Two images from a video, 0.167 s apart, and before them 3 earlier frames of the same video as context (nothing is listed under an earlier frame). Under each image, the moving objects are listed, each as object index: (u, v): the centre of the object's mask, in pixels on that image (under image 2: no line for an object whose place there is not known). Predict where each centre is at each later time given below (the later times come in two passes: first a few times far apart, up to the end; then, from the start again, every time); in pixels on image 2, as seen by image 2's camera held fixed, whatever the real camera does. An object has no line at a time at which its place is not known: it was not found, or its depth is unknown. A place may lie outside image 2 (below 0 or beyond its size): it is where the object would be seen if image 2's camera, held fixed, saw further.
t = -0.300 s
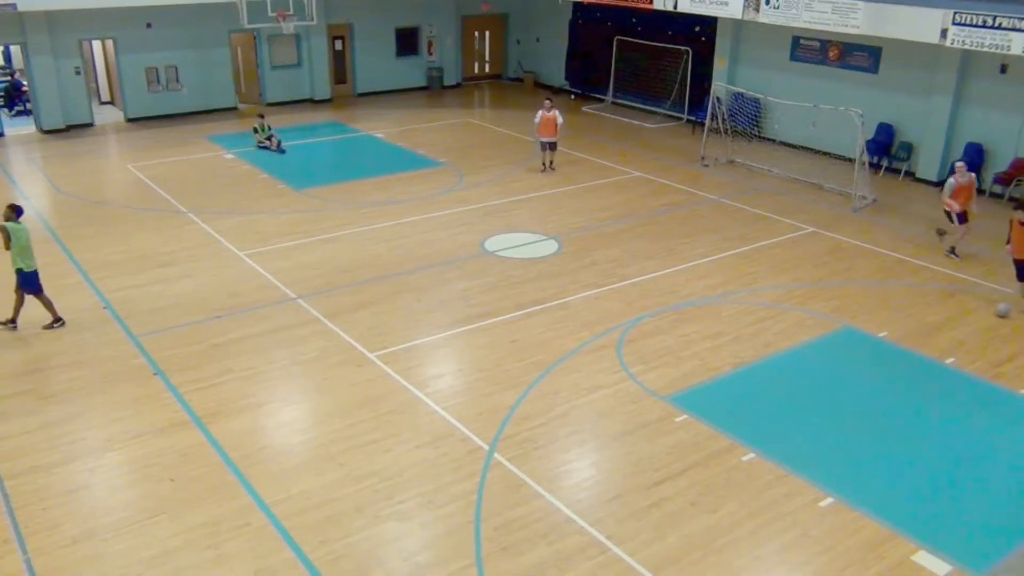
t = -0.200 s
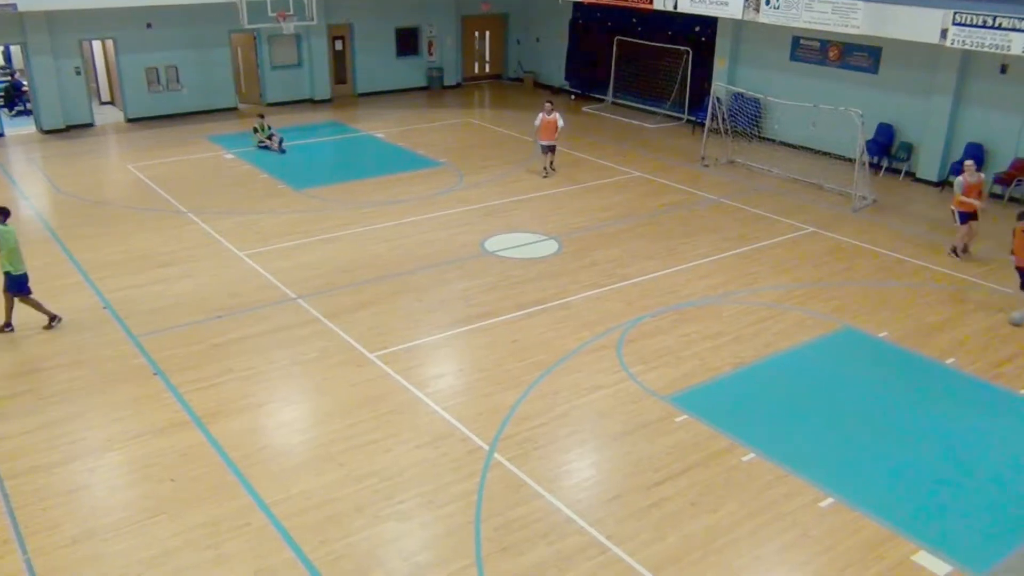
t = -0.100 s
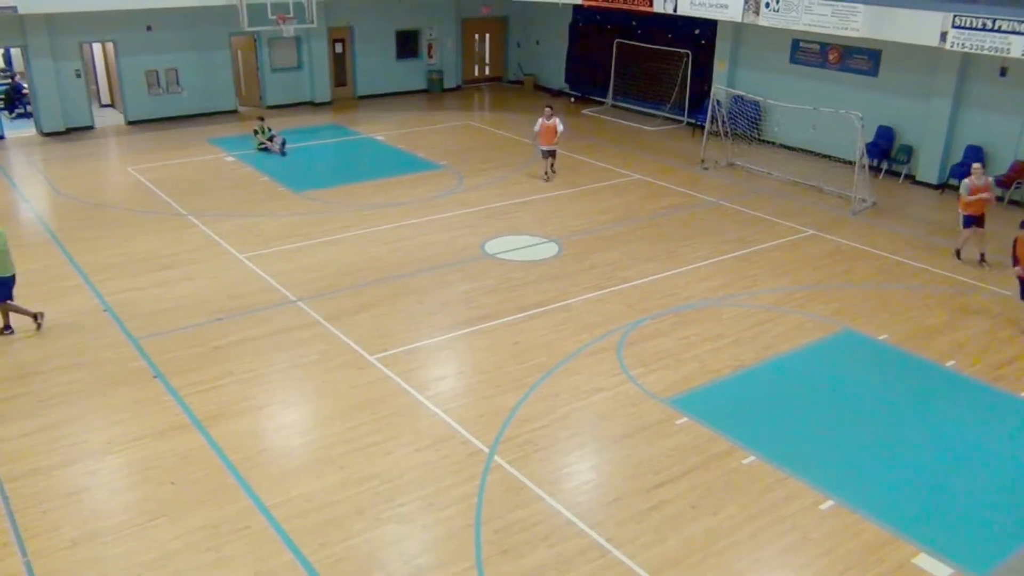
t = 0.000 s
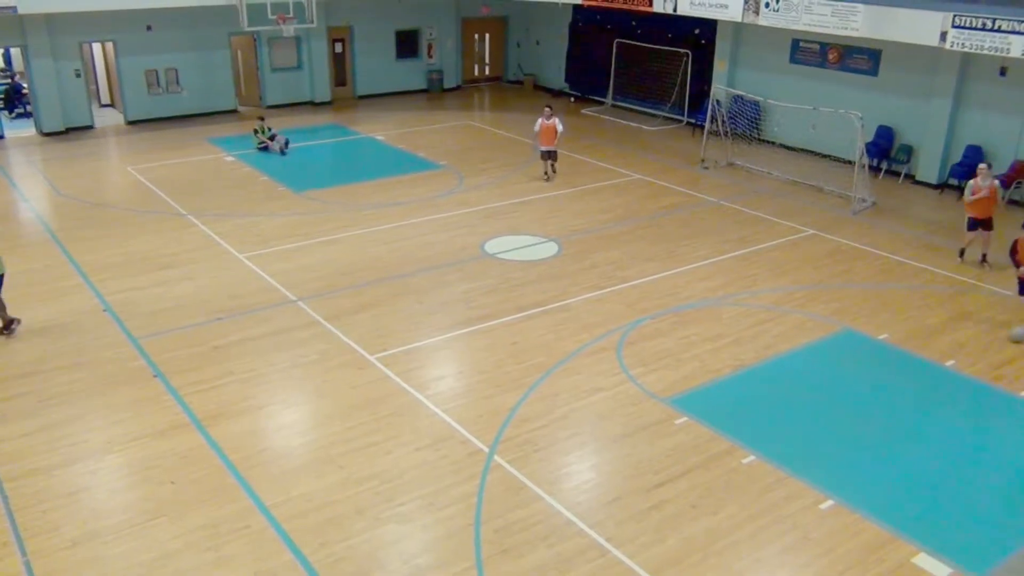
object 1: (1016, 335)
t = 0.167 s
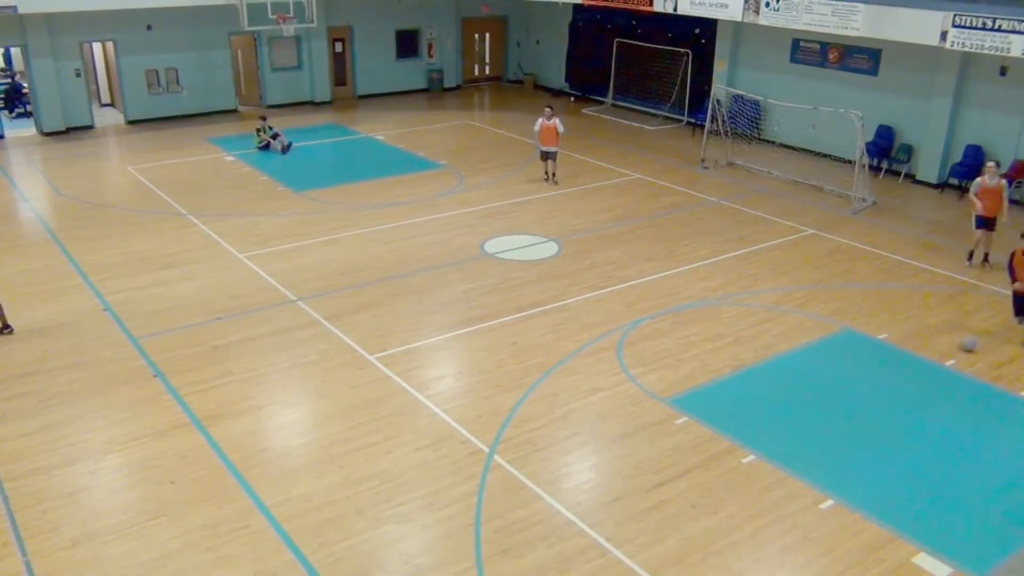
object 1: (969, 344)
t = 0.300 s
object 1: (934, 352)
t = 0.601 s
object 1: (867, 368)
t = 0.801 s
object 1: (823, 381)
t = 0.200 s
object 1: (959, 347)
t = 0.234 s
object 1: (951, 349)
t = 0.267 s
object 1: (942, 350)
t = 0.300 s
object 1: (934, 352)
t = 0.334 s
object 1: (926, 354)
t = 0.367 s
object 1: (918, 356)
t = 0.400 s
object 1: (911, 358)
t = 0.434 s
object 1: (903, 360)
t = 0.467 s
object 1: (896, 361)
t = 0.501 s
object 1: (889, 363)
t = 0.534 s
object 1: (881, 364)
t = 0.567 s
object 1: (874, 366)
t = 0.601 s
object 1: (867, 368)
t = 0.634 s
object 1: (861, 371)
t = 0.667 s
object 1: (854, 373)
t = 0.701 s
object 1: (847, 375)
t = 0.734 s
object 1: (839, 377)
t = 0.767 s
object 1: (832, 379)
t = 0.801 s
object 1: (823, 381)
